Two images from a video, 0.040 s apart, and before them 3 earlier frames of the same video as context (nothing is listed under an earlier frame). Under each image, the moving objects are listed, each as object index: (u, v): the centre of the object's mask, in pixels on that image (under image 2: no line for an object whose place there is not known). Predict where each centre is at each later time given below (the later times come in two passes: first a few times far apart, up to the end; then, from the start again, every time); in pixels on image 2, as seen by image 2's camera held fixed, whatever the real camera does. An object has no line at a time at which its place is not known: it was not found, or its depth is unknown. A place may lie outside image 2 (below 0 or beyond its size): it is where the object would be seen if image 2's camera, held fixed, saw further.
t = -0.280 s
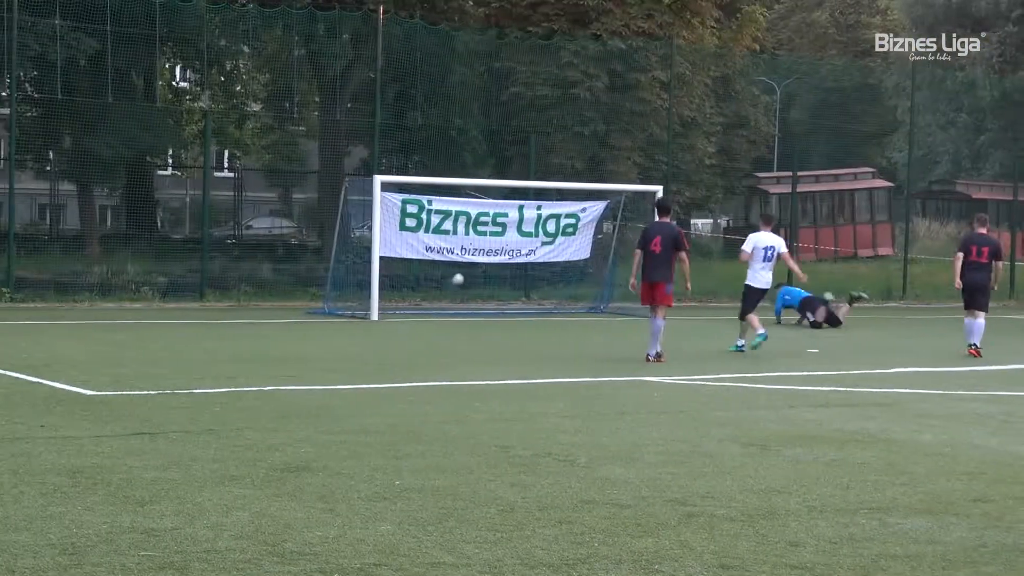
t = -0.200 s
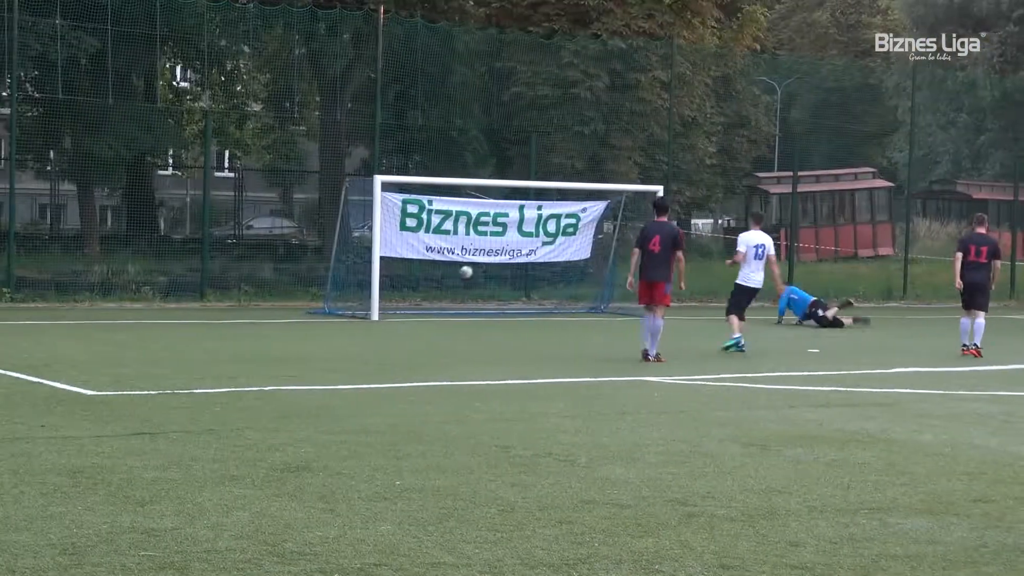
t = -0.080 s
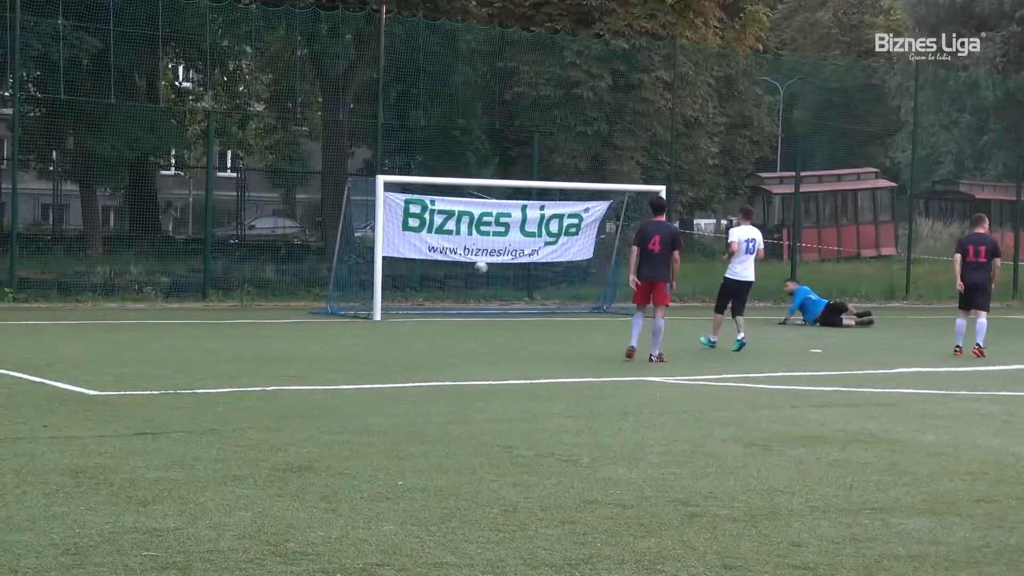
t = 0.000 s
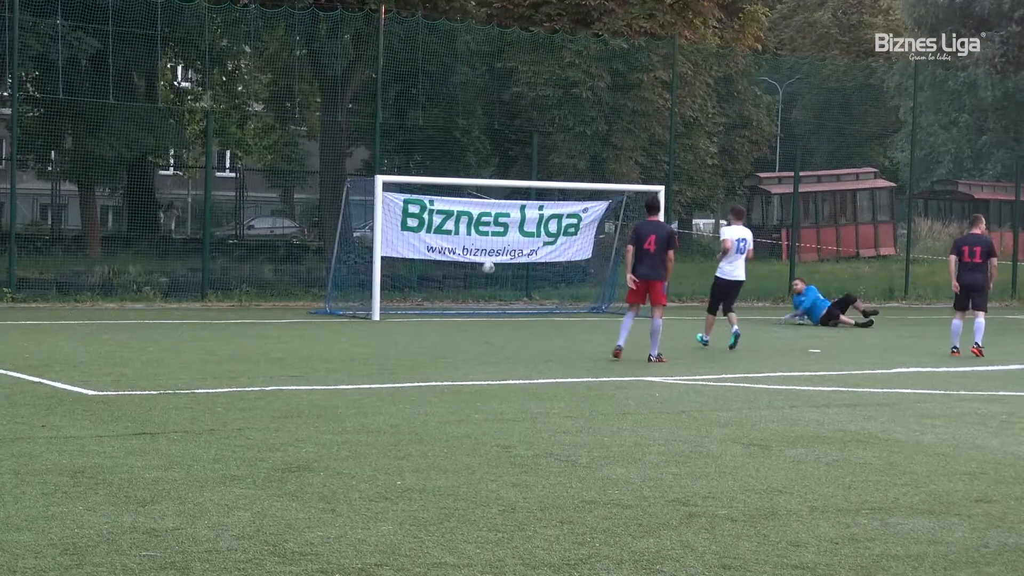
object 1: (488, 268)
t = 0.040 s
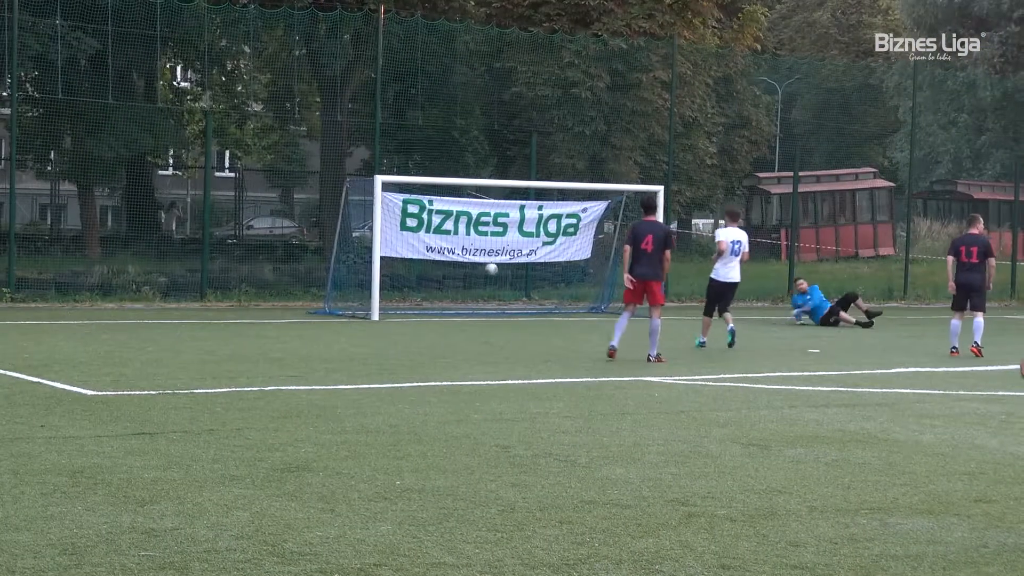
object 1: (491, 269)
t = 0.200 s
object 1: (504, 284)
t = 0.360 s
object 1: (508, 287)
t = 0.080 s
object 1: (495, 272)
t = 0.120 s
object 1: (499, 275)
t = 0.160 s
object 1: (502, 279)
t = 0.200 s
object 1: (504, 284)
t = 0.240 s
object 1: (507, 289)
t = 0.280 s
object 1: (510, 296)
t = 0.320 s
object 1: (509, 293)
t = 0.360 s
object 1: (508, 287)
